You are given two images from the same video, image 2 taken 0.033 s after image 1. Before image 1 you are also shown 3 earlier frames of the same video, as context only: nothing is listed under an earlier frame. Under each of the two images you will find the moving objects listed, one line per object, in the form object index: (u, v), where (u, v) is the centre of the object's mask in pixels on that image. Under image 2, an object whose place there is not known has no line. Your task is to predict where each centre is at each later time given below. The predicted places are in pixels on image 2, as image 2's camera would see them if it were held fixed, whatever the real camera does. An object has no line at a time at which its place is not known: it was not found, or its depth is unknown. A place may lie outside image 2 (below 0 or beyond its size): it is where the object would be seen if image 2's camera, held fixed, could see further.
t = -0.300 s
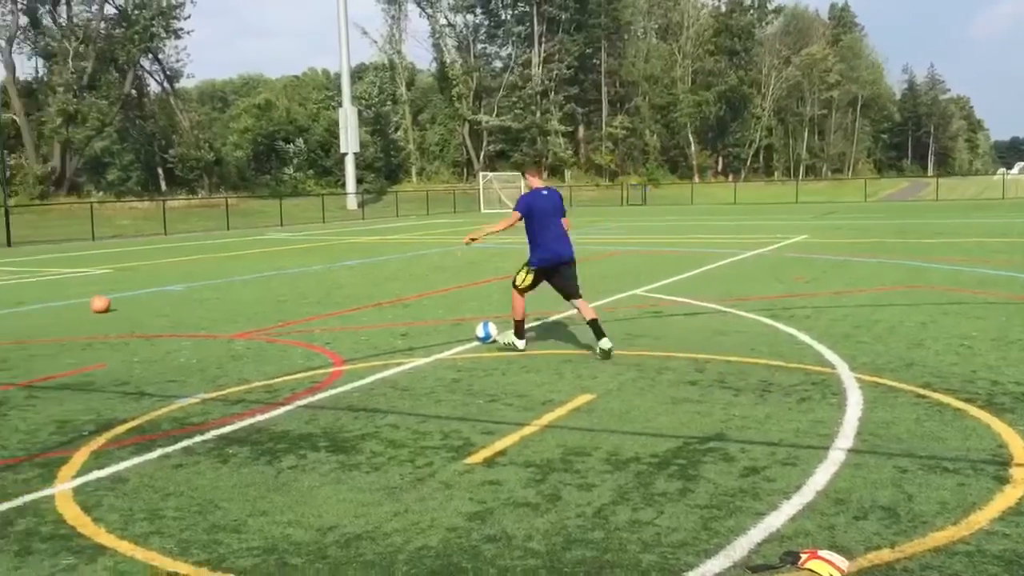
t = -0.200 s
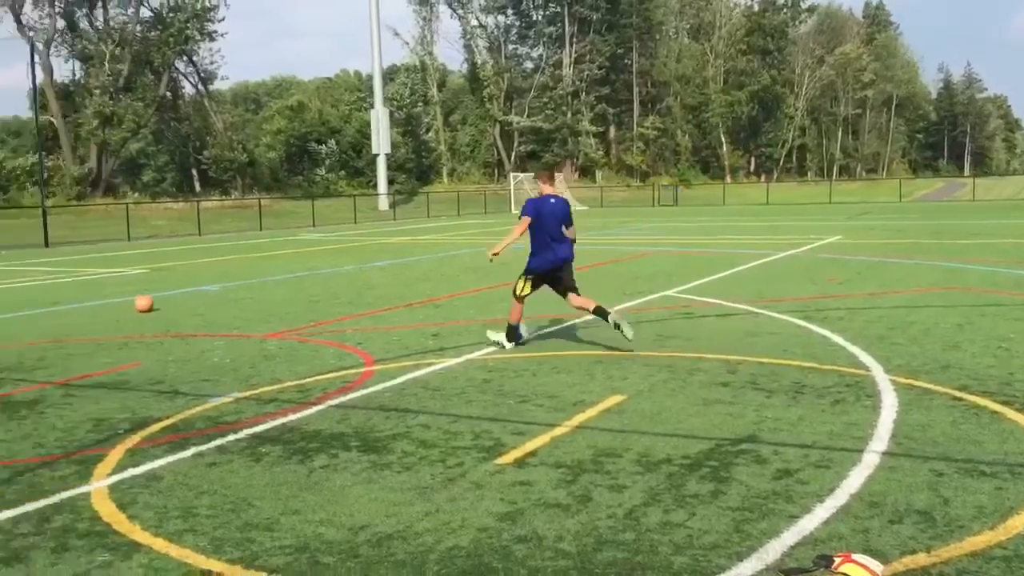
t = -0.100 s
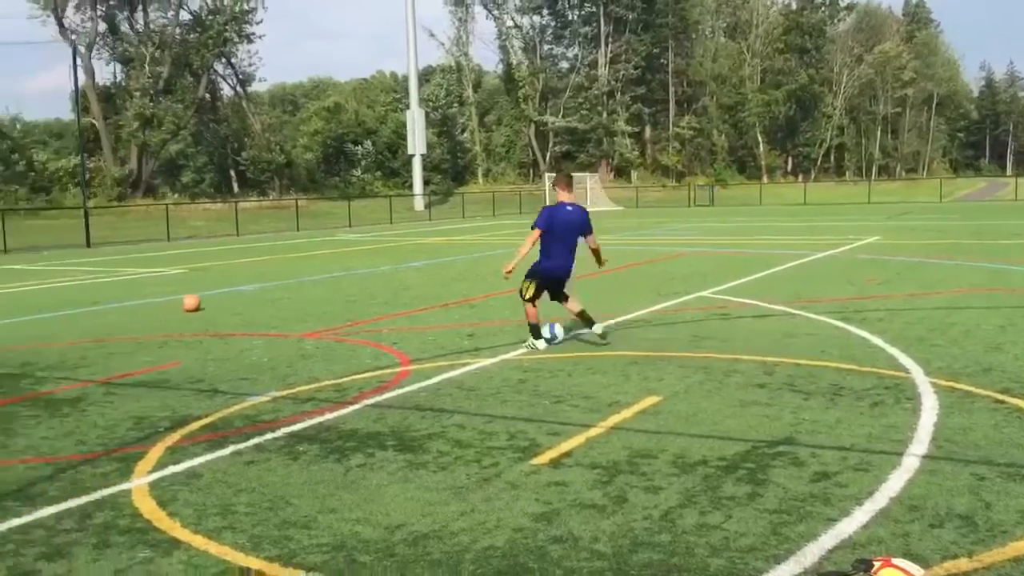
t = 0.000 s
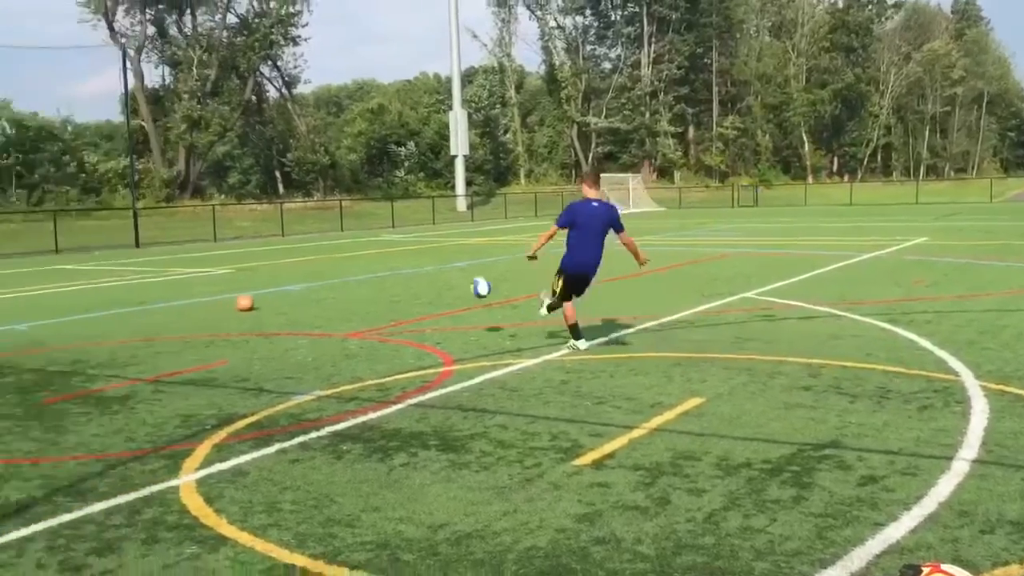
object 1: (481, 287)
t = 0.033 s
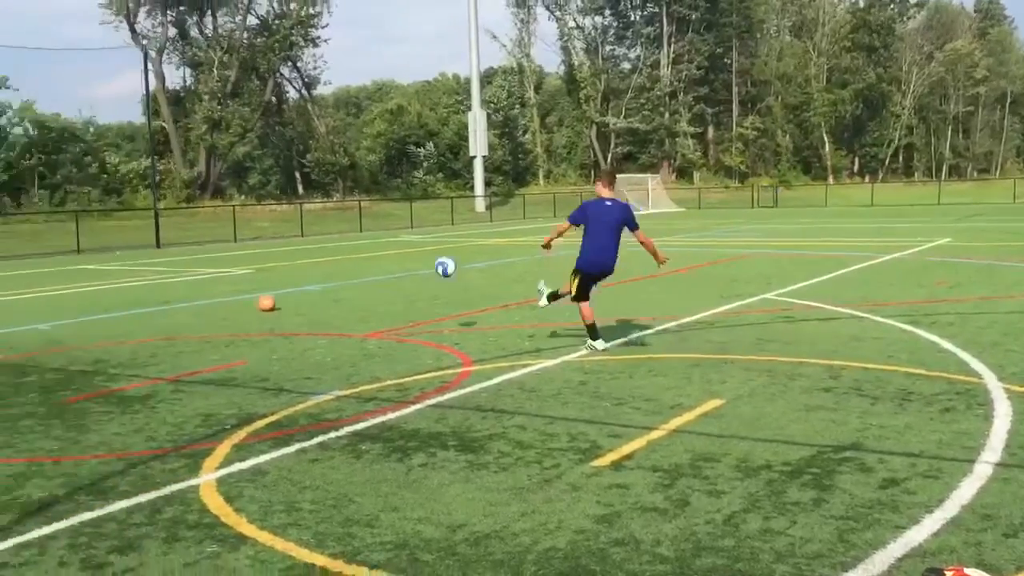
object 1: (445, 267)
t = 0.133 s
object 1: (299, 215)
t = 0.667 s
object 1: (-260, 130)
